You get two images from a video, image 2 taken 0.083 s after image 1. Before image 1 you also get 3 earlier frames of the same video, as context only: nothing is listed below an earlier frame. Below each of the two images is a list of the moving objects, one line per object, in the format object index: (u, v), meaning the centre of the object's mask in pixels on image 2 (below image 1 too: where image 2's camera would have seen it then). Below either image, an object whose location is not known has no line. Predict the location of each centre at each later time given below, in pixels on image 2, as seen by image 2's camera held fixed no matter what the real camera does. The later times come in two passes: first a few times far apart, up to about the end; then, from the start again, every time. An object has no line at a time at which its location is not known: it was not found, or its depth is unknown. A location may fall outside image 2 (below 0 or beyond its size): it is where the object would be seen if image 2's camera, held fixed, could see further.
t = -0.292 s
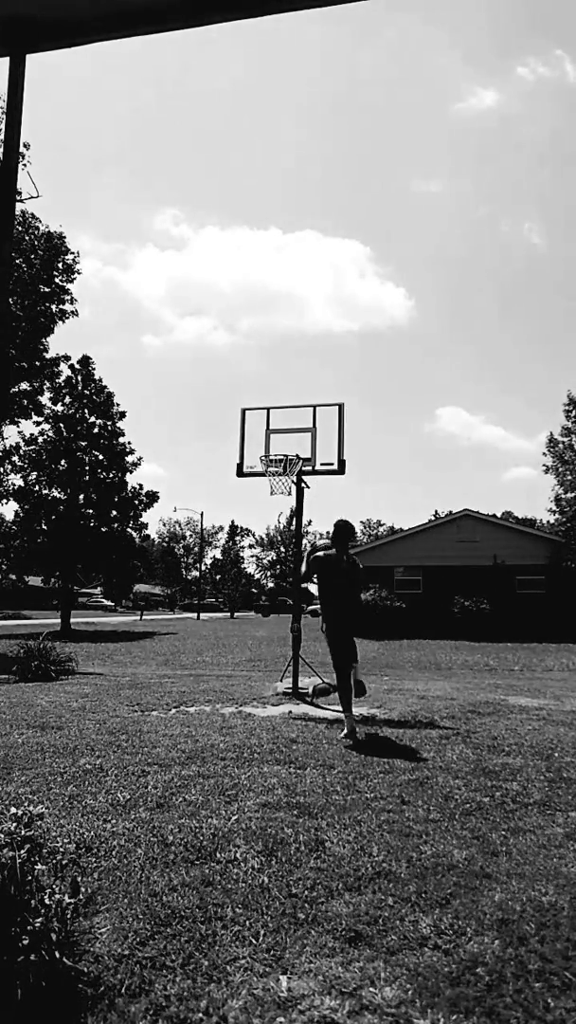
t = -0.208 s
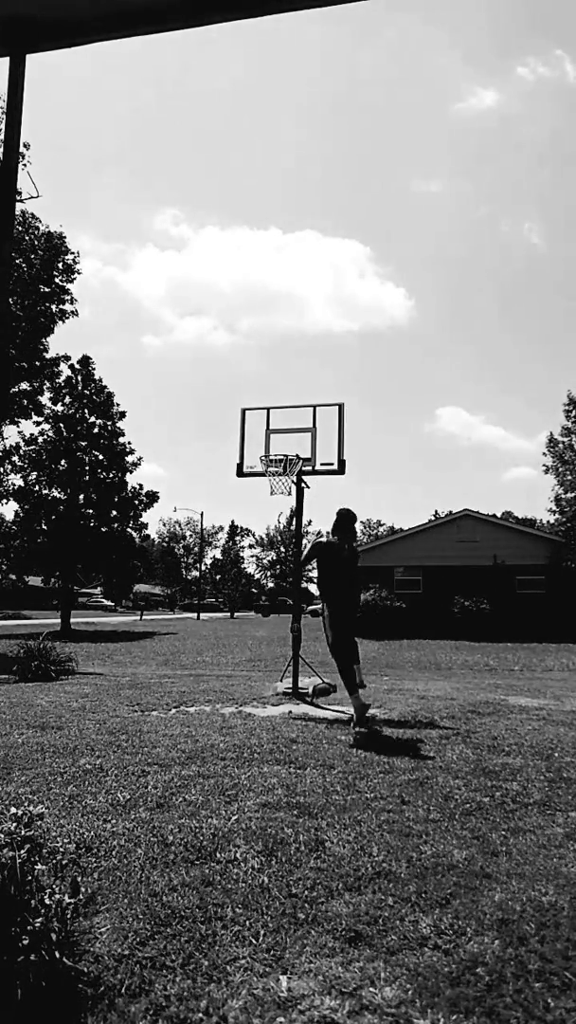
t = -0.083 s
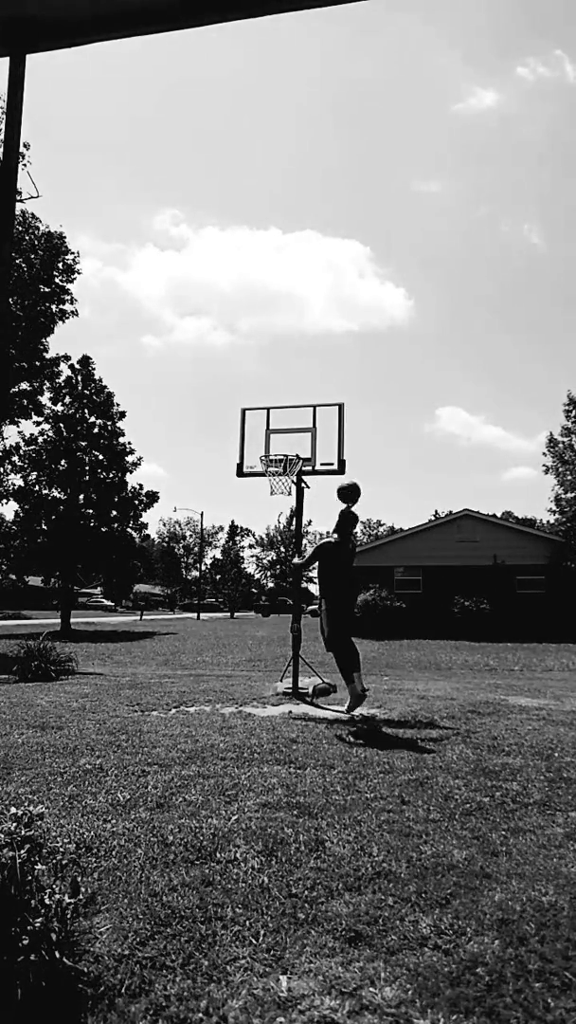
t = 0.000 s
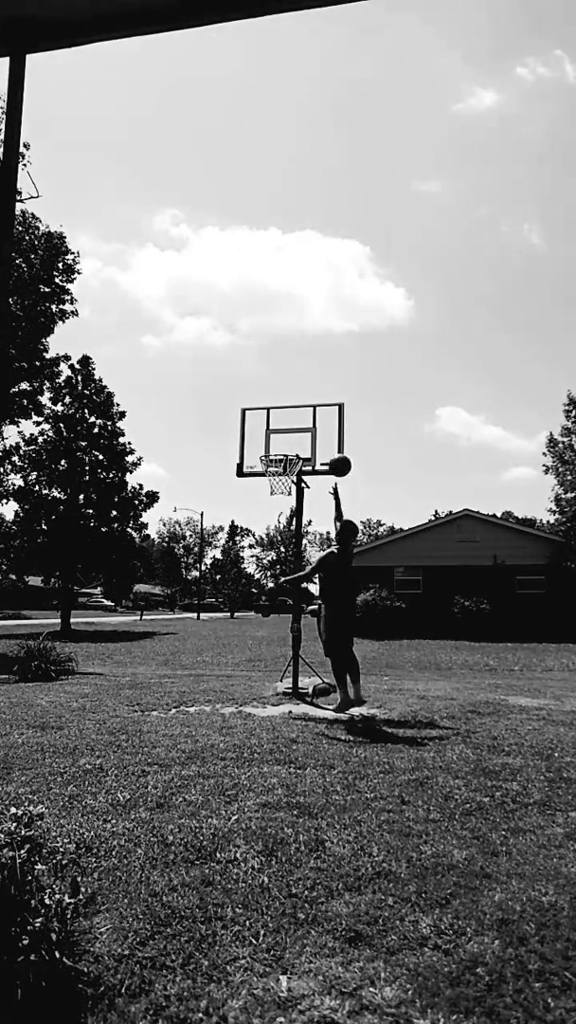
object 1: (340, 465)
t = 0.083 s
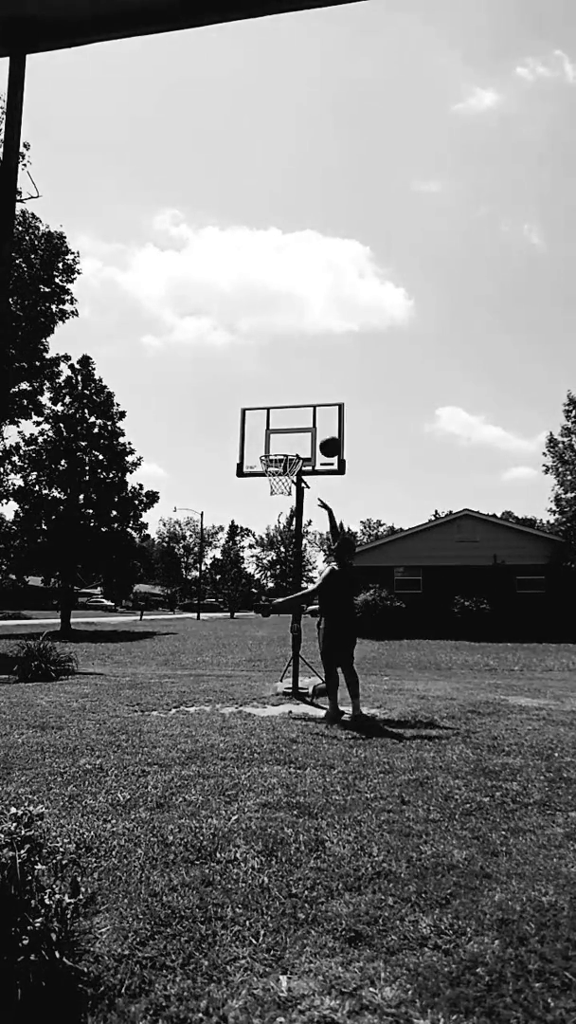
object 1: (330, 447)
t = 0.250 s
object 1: (313, 430)
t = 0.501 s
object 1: (289, 439)
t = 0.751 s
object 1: (265, 476)
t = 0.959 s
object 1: (283, 495)
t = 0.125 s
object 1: (326, 440)
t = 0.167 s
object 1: (321, 435)
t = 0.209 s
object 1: (317, 431)
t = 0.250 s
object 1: (313, 430)
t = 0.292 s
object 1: (309, 430)
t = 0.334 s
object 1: (306, 431)
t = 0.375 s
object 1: (302, 434)
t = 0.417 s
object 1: (298, 437)
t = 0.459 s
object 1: (293, 437)
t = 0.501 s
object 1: (289, 439)
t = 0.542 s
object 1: (284, 444)
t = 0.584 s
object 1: (280, 447)
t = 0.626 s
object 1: (275, 451)
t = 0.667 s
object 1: (264, 462)
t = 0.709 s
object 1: (266, 471)
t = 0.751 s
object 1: (265, 476)
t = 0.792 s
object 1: (268, 479)
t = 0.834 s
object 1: (272, 482)
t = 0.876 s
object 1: (275, 485)
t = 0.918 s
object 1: (279, 489)
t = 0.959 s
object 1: (283, 495)
